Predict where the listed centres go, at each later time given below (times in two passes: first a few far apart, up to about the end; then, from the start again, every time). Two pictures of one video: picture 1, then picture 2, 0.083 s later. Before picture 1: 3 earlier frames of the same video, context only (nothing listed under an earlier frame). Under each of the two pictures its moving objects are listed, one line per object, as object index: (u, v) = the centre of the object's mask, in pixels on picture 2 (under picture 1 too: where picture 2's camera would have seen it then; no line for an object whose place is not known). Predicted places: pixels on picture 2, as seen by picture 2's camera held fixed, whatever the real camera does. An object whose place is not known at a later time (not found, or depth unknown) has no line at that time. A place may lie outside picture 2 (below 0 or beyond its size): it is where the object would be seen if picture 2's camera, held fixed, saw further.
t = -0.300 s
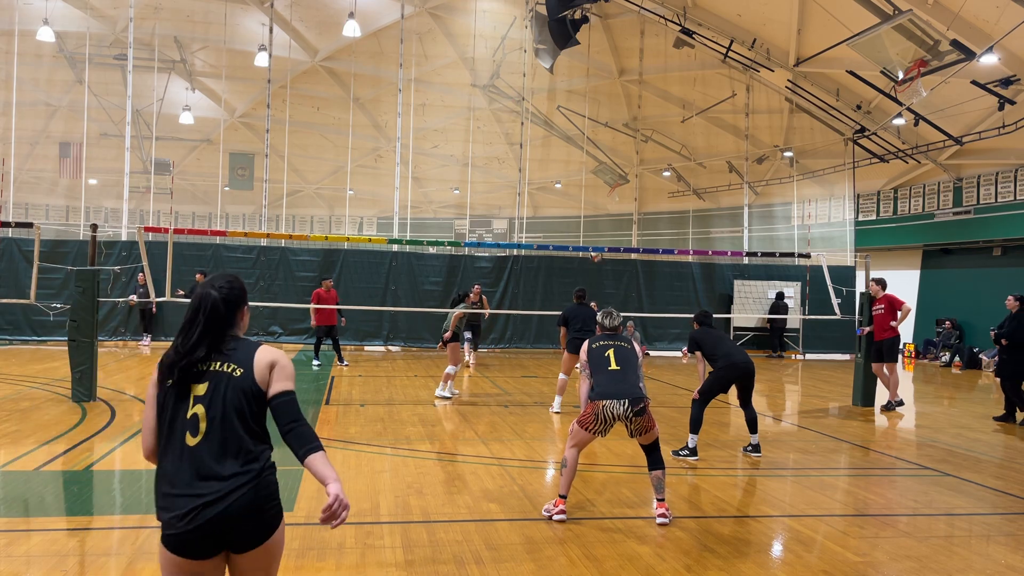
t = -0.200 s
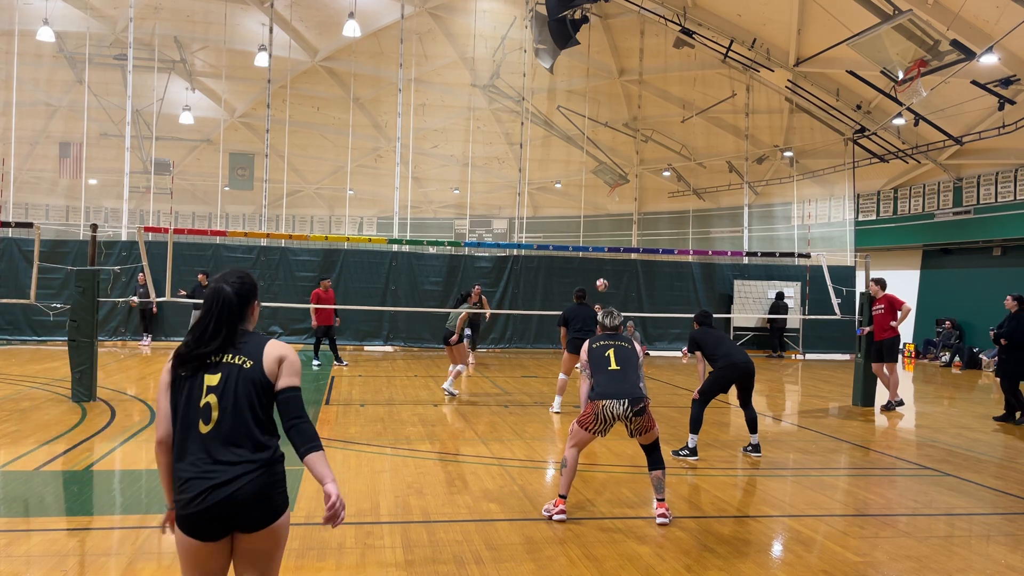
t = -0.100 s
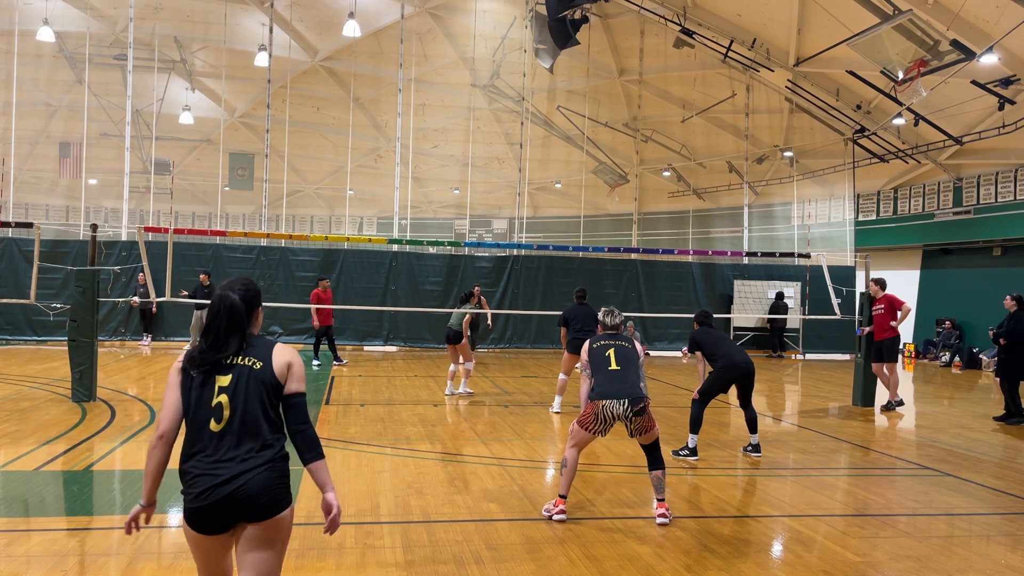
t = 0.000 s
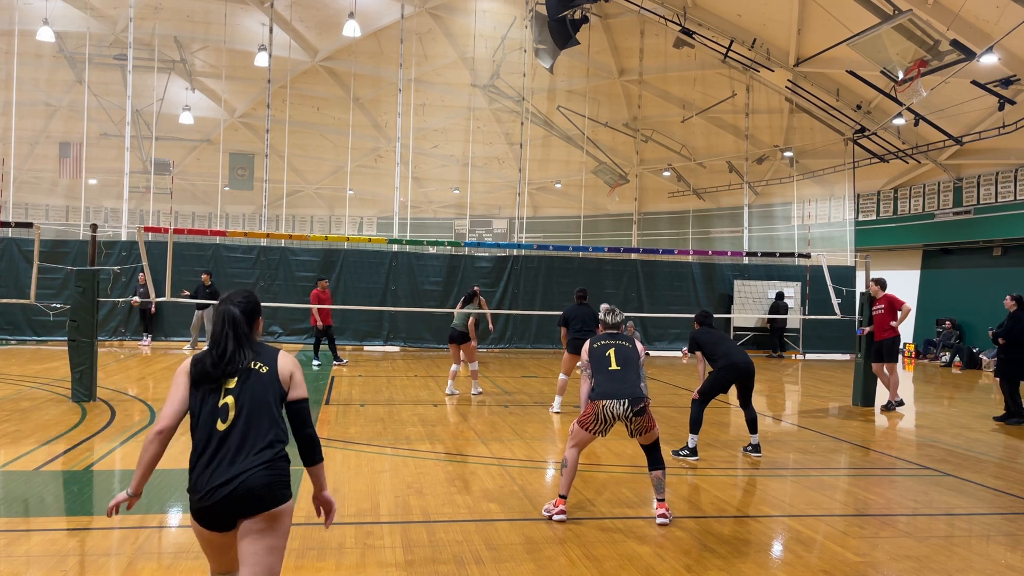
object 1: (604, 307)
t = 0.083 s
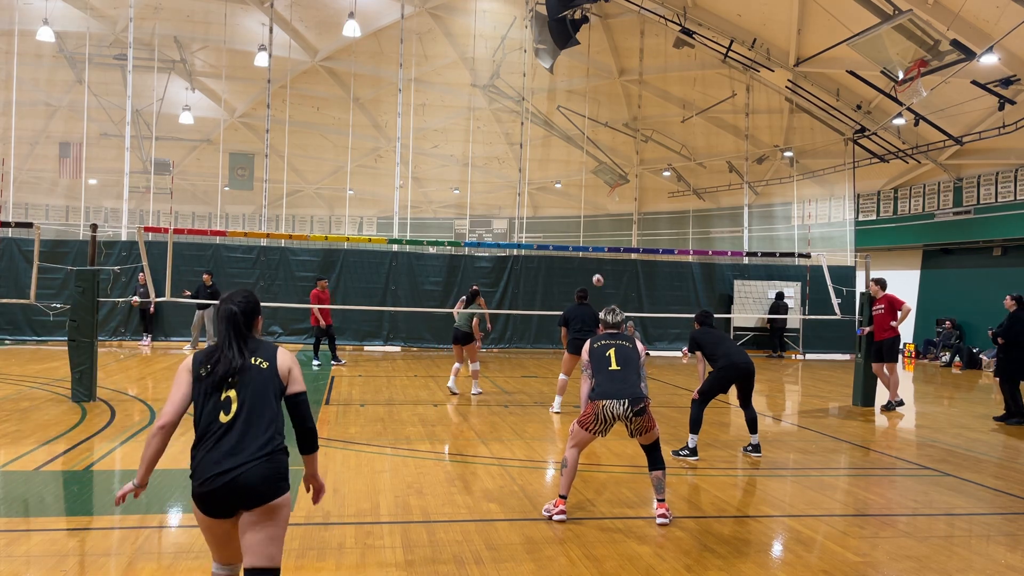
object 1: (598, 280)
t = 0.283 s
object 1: (580, 224)
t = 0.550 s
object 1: (557, 181)
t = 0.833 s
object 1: (530, 175)
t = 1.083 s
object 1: (504, 205)
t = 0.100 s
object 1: (596, 275)
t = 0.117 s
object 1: (595, 270)
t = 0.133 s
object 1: (594, 264)
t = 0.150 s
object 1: (592, 260)
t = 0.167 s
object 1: (591, 256)
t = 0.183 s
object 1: (589, 245)
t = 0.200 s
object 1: (588, 242)
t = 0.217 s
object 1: (586, 240)
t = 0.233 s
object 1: (584, 236)
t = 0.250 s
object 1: (583, 233)
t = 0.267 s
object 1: (581, 228)
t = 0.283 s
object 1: (580, 224)
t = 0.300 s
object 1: (579, 221)
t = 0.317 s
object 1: (577, 217)
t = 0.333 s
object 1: (576, 213)
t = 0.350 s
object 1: (575, 210)
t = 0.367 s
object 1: (573, 207)
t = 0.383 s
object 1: (572, 204)
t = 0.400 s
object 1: (570, 201)
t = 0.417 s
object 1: (568, 198)
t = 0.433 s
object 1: (567, 196)
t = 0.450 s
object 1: (566, 193)
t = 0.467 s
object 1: (564, 191)
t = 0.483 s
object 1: (563, 188)
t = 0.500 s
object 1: (560, 187)
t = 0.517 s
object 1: (559, 185)
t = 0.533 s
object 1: (558, 183)
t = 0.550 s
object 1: (557, 181)
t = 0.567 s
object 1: (555, 180)
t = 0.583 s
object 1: (554, 178)
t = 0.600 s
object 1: (552, 177)
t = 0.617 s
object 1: (550, 176)
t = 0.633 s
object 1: (549, 175)
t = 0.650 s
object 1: (547, 175)
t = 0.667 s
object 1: (546, 174)
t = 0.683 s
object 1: (544, 173)
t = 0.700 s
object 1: (542, 173)
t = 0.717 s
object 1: (541, 173)
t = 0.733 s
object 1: (539, 173)
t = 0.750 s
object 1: (538, 173)
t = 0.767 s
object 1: (537, 173)
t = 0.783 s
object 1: (535, 173)
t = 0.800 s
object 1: (533, 174)
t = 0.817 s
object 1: (531, 174)
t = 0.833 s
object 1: (530, 175)
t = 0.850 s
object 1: (528, 176)
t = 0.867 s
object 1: (526, 177)
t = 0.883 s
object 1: (525, 178)
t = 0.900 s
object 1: (524, 180)
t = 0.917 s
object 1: (521, 182)
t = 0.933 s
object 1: (520, 183)
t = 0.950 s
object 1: (518, 185)
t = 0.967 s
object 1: (516, 187)
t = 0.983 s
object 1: (515, 189)
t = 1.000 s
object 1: (513, 191)
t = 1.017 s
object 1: (511, 194)
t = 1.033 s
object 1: (509, 197)
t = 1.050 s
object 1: (508, 199)
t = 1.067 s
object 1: (506, 202)
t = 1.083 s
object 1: (504, 205)
